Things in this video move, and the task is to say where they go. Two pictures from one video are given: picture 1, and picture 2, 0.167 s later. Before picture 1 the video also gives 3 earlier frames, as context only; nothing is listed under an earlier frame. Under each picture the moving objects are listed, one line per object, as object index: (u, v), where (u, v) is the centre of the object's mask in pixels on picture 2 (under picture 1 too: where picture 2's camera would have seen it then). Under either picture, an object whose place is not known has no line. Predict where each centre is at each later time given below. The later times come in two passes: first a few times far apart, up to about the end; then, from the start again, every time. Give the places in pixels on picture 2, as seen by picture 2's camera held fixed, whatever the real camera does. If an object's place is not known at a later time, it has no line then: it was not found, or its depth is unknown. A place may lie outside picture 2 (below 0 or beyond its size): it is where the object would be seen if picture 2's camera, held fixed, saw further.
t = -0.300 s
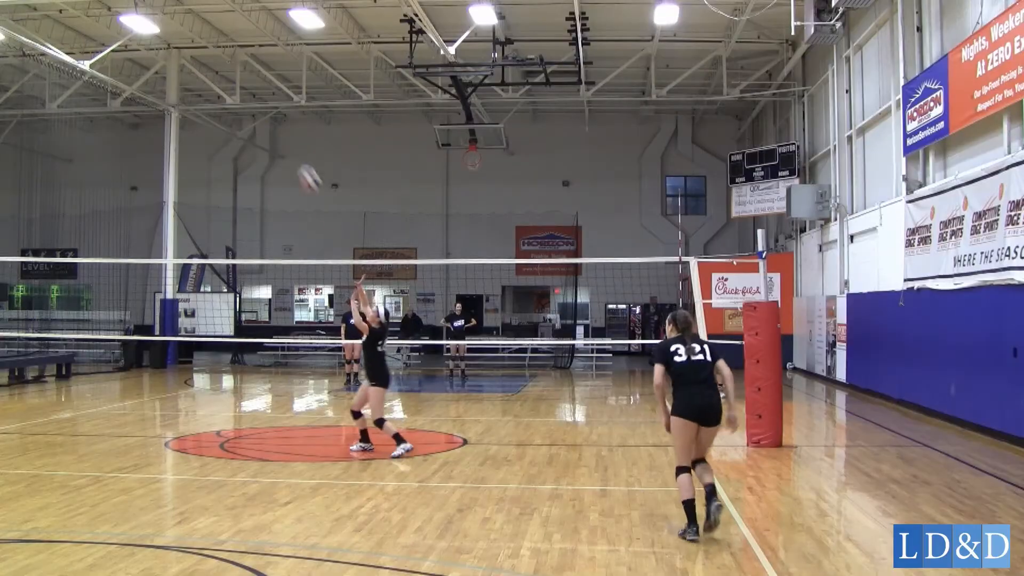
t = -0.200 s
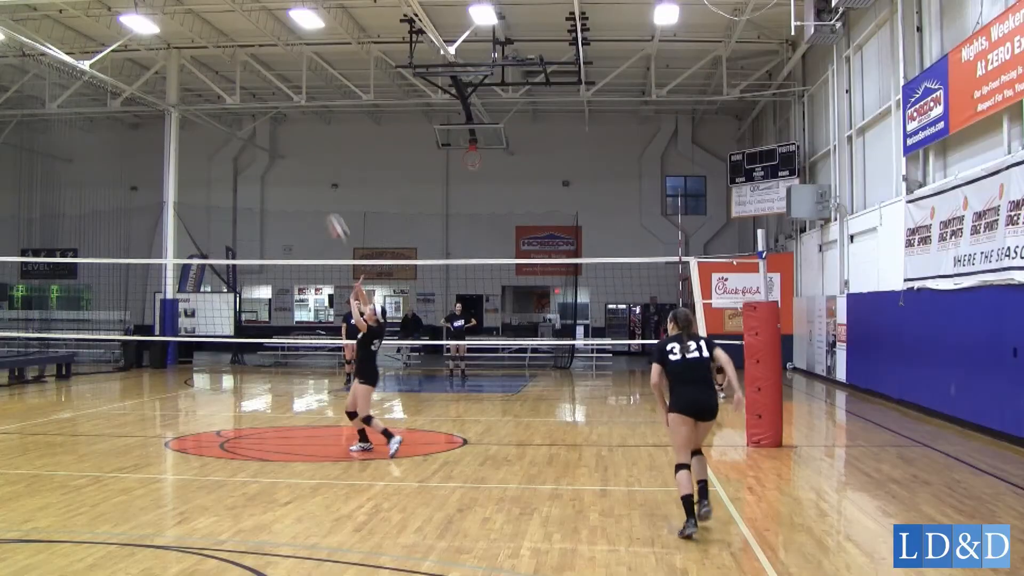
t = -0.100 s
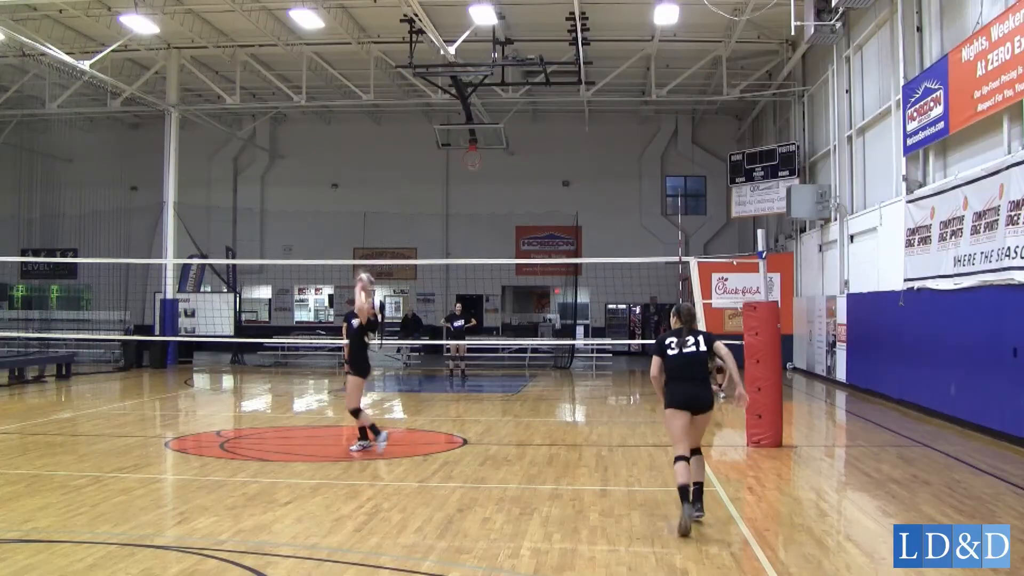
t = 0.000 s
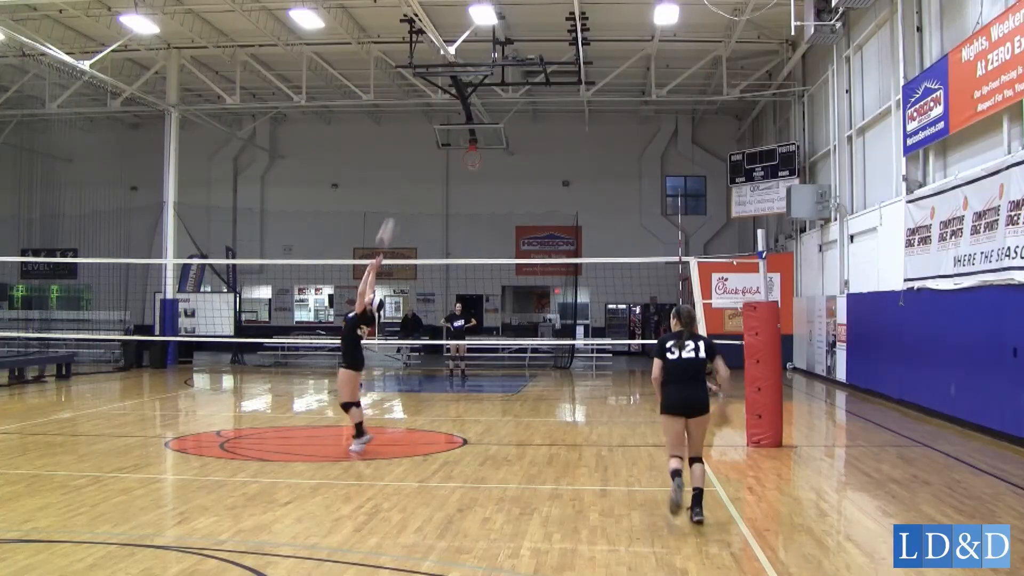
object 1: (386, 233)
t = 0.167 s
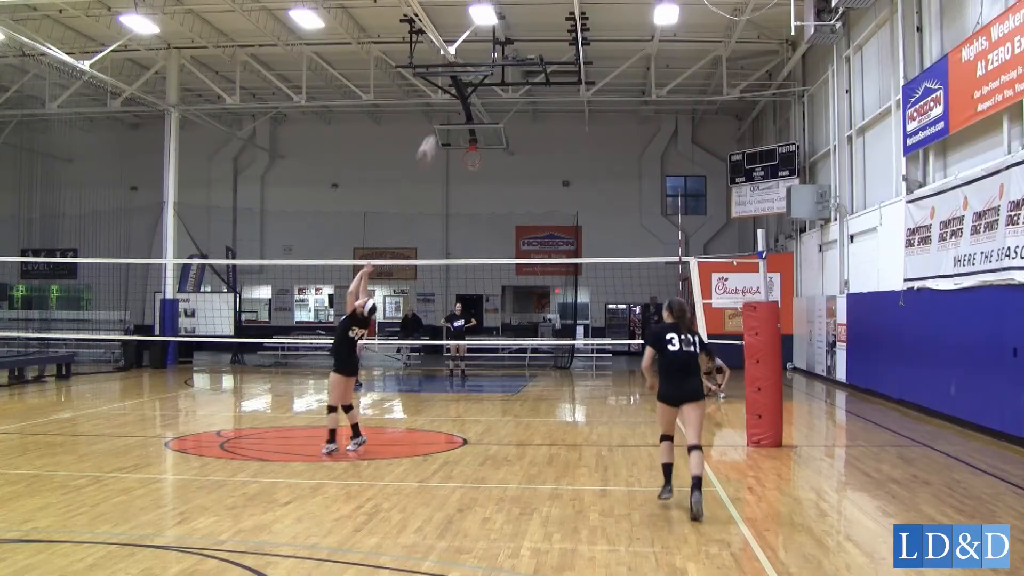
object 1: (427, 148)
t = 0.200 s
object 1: (435, 135)
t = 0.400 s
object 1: (482, 74)
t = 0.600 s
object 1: (531, 46)
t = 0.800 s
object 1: (578, 54)
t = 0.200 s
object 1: (435, 135)
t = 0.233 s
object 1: (443, 123)
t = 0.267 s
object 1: (452, 110)
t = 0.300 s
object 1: (460, 99)
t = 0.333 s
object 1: (468, 90)
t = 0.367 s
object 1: (476, 80)
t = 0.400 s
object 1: (482, 74)
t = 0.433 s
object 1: (491, 66)
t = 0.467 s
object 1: (499, 60)
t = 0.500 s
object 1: (507, 55)
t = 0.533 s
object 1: (515, 51)
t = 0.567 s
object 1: (522, 48)
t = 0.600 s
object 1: (531, 46)
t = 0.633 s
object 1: (538, 44)
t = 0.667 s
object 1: (546, 43)
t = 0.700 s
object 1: (553, 44)
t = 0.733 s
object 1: (562, 46)
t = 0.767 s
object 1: (570, 50)
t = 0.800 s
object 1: (578, 54)
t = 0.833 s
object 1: (587, 58)
